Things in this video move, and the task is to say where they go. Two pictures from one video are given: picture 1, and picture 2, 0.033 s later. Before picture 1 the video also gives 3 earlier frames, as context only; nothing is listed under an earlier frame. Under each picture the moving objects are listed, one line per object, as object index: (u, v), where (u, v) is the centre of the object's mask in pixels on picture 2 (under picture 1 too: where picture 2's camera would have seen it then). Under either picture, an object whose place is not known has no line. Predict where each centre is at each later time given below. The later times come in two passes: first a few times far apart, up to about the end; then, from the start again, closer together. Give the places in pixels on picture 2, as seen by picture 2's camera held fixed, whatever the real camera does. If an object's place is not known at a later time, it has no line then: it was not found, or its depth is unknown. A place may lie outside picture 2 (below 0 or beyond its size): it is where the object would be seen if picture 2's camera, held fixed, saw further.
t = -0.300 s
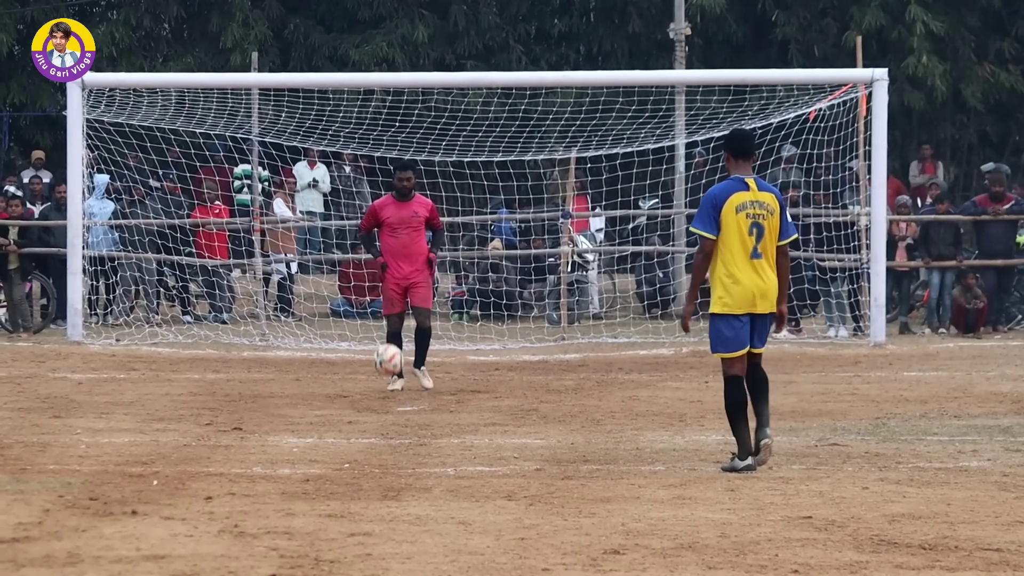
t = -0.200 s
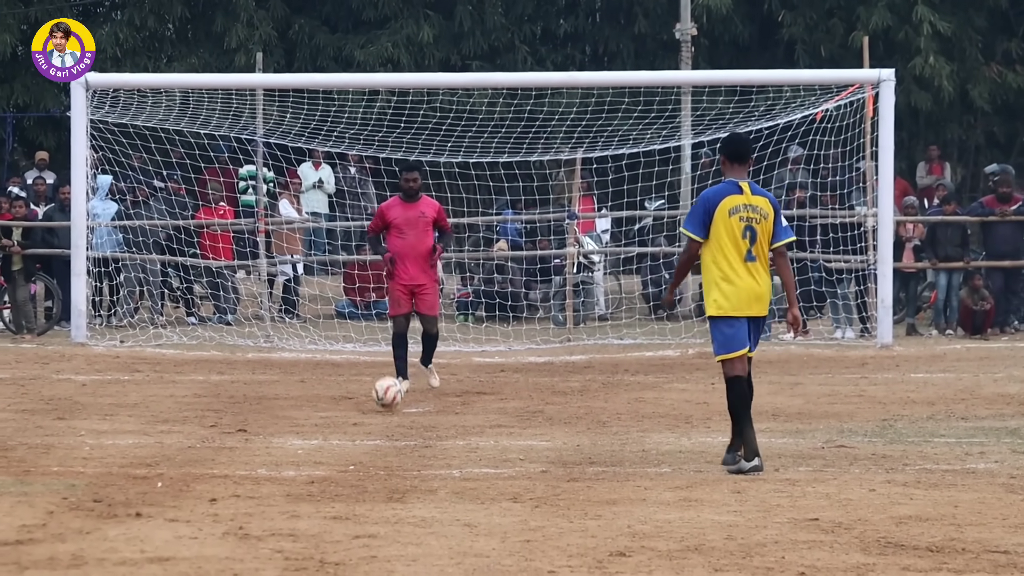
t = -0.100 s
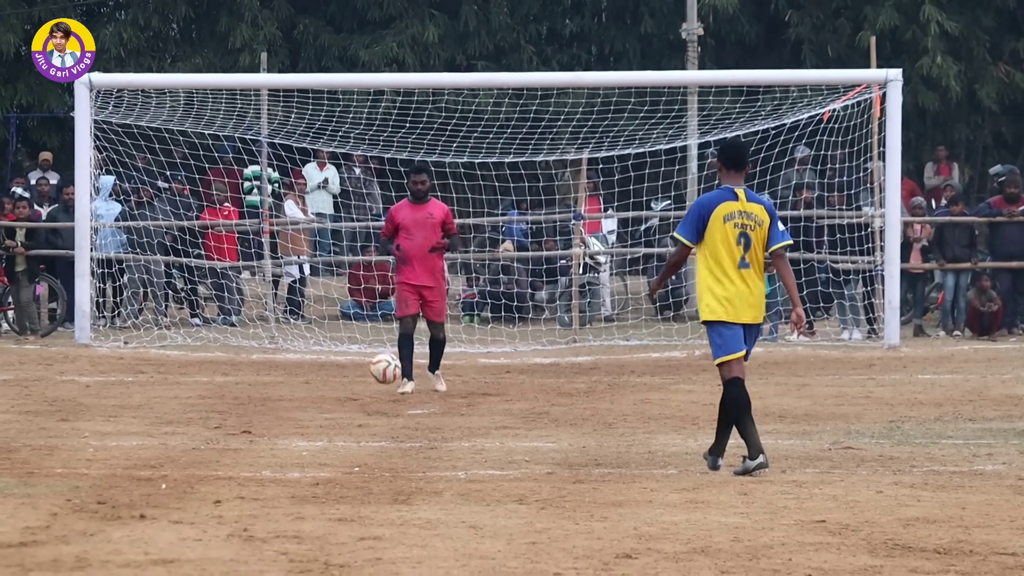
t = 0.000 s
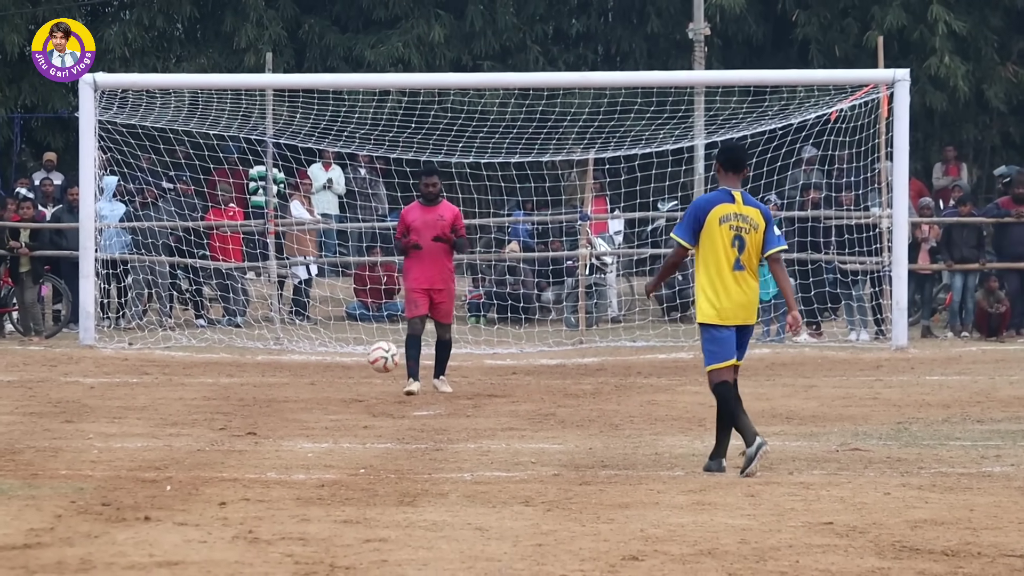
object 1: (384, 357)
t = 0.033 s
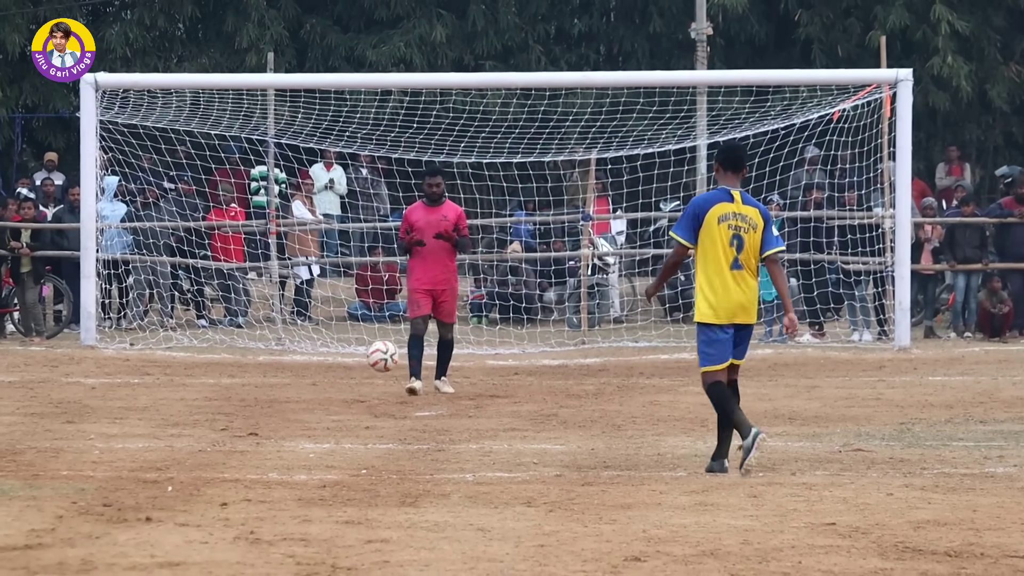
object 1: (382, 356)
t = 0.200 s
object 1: (372, 374)
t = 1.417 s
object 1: (293, 407)
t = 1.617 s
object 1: (282, 408)
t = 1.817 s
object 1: (271, 409)
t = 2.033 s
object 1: (261, 408)
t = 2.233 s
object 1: (255, 408)
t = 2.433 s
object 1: (249, 407)
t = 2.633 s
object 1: (246, 407)
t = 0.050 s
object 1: (382, 356)
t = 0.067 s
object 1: (380, 357)
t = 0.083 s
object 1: (379, 357)
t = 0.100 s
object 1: (378, 359)
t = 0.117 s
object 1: (377, 360)
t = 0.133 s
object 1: (376, 363)
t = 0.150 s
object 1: (375, 365)
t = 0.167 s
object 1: (374, 368)
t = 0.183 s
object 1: (373, 371)
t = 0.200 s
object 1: (372, 374)
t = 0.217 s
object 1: (370, 378)
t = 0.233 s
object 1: (369, 383)
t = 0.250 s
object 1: (368, 388)
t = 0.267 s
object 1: (367, 393)
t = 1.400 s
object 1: (294, 405)
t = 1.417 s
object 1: (293, 407)
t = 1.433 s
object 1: (292, 407)
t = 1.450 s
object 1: (291, 406)
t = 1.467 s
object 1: (290, 406)
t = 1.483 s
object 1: (289, 406)
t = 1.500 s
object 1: (288, 406)
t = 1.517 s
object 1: (287, 407)
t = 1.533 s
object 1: (286, 408)
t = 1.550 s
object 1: (285, 409)
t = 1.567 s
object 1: (285, 408)
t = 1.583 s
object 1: (284, 408)
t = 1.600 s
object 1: (283, 407)
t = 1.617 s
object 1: (282, 408)
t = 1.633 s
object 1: (281, 408)
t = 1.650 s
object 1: (281, 408)
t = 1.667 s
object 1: (280, 408)
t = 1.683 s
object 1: (279, 409)
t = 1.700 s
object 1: (278, 409)
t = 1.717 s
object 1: (277, 409)
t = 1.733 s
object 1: (276, 409)
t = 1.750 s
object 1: (275, 409)
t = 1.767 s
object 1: (274, 409)
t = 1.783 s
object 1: (273, 409)
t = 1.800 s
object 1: (272, 409)
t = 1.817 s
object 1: (271, 409)
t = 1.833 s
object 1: (270, 409)
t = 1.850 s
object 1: (269, 409)
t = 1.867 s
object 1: (268, 409)
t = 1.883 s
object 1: (267, 409)
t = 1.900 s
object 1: (266, 409)
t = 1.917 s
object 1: (266, 409)
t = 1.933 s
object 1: (265, 409)
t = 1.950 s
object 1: (264, 409)
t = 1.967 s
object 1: (263, 408)
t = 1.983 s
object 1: (263, 408)
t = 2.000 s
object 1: (262, 408)
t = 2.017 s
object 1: (261, 408)
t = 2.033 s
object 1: (261, 408)
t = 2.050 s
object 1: (260, 408)
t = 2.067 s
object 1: (260, 408)
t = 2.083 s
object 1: (259, 408)
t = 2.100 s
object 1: (259, 408)
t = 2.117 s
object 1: (258, 408)
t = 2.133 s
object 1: (258, 408)
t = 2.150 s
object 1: (257, 408)
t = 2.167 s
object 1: (257, 408)
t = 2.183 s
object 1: (256, 408)
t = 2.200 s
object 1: (256, 408)
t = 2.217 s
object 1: (255, 408)
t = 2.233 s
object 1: (255, 408)
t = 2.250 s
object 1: (254, 408)
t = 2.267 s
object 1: (254, 408)
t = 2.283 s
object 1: (253, 408)
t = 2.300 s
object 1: (253, 408)
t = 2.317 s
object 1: (252, 408)
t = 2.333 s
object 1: (251, 408)
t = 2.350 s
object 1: (251, 408)
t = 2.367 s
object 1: (250, 408)
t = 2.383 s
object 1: (250, 408)
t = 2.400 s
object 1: (250, 408)
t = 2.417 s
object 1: (249, 408)
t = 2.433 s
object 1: (249, 407)
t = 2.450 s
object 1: (248, 408)
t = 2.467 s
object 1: (248, 408)
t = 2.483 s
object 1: (248, 408)
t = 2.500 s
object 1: (247, 407)
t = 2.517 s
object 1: (247, 407)
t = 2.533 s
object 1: (247, 407)
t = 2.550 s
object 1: (247, 407)
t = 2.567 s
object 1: (247, 407)
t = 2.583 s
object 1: (246, 407)
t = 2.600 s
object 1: (246, 407)
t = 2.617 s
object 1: (246, 407)
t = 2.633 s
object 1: (246, 407)
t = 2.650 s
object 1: (246, 407)
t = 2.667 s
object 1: (246, 408)
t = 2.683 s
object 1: (246, 408)
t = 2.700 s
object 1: (246, 407)
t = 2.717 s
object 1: (246, 408)
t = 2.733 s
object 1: (245, 408)
